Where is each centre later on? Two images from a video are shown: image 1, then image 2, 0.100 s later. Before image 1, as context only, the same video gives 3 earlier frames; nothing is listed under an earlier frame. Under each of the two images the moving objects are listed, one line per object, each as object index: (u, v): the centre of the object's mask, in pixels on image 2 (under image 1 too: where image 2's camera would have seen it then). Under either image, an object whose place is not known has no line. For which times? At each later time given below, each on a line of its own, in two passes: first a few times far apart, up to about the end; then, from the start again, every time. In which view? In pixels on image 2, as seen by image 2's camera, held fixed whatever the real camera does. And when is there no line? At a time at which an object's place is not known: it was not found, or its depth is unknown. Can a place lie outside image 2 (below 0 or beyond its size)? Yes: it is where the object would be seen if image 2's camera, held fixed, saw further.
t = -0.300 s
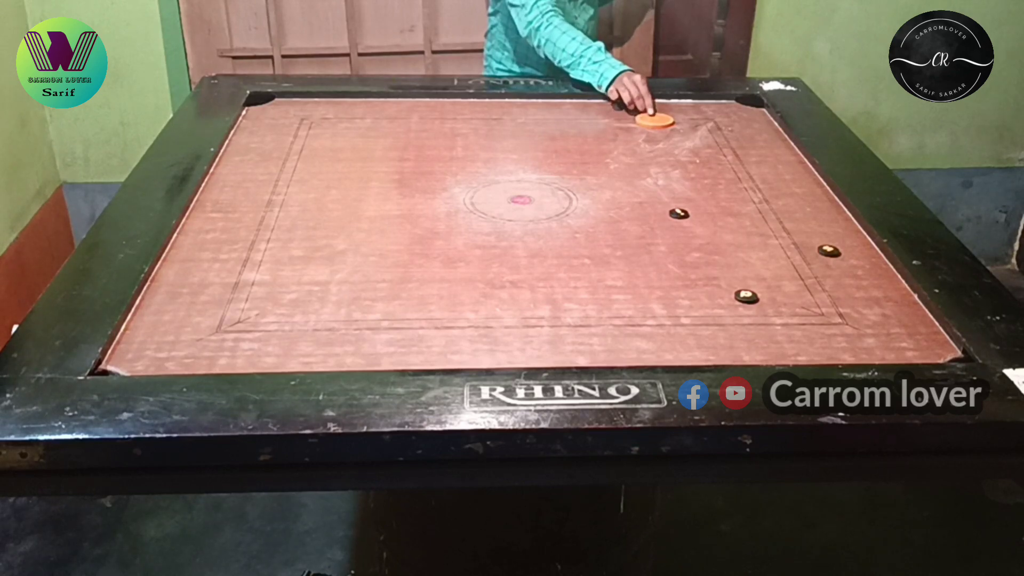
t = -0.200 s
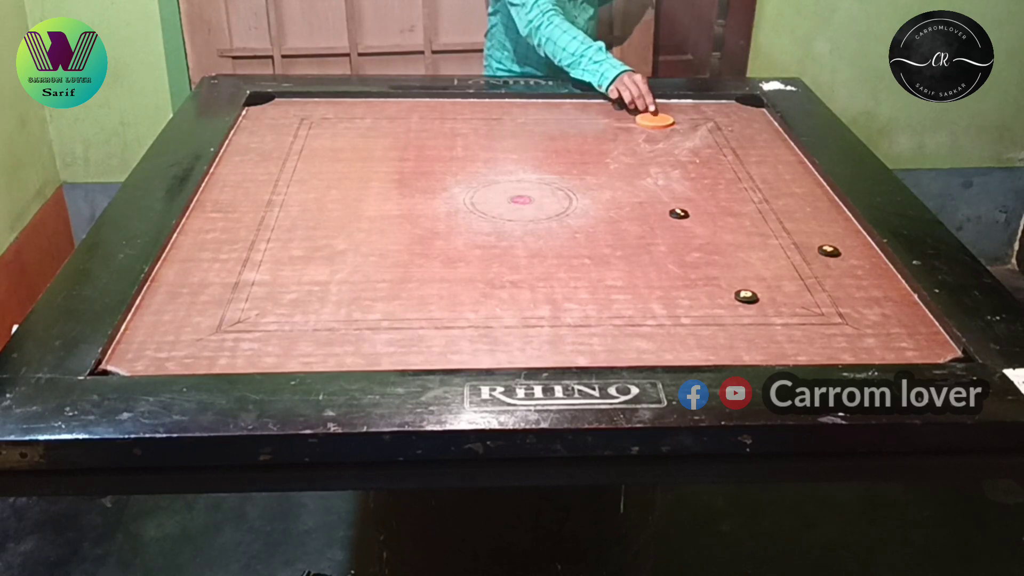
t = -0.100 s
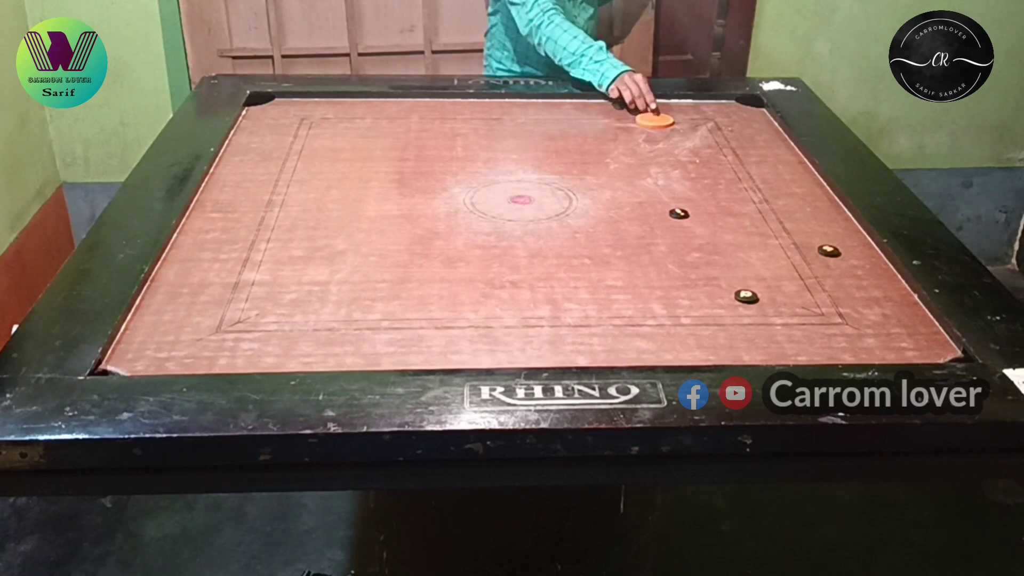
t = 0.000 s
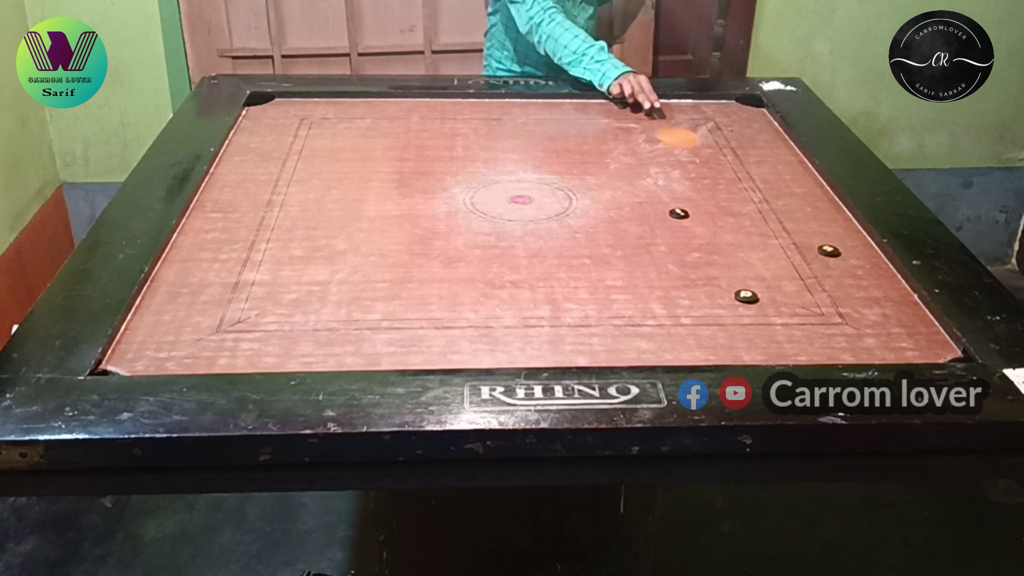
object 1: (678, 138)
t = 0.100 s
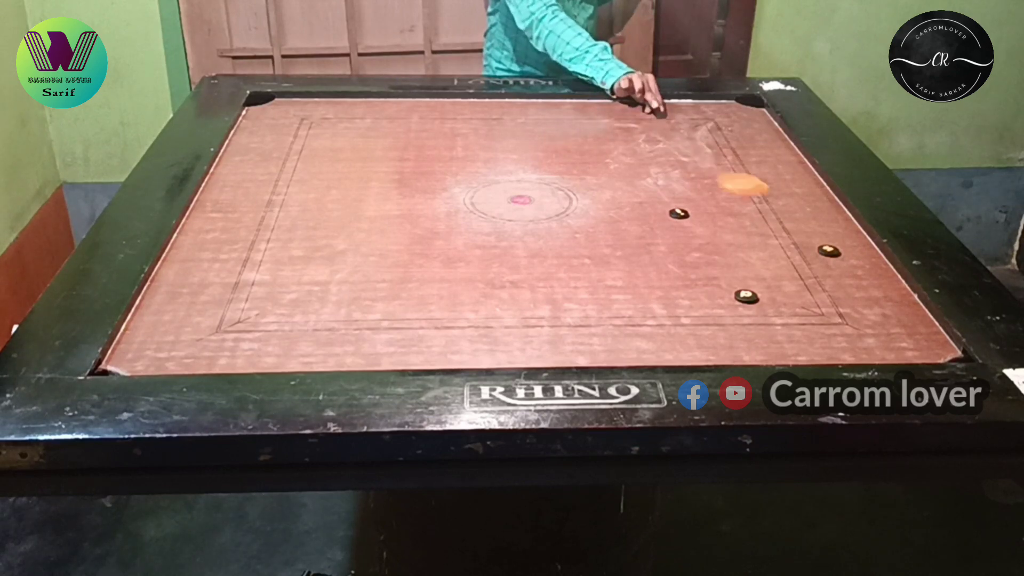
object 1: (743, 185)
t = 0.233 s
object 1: (846, 259)
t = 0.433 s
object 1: (868, 334)
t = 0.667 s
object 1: (754, 241)
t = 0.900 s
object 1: (685, 184)
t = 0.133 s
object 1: (766, 202)
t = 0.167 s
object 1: (795, 223)
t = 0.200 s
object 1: (826, 245)
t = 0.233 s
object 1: (846, 259)
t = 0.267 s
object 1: (871, 277)
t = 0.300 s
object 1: (885, 296)
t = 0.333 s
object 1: (888, 317)
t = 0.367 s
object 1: (891, 338)
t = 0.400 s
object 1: (888, 350)
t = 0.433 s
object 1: (868, 334)
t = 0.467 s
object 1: (849, 318)
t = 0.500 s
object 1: (831, 304)
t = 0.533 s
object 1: (813, 290)
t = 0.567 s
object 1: (797, 276)
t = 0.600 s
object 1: (781, 264)
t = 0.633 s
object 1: (767, 252)
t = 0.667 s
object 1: (754, 241)
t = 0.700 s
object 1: (742, 231)
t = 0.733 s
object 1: (731, 221)
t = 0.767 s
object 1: (720, 213)
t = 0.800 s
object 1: (710, 205)
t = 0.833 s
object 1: (701, 197)
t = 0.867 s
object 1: (692, 190)
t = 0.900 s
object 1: (685, 184)
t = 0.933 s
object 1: (677, 177)
